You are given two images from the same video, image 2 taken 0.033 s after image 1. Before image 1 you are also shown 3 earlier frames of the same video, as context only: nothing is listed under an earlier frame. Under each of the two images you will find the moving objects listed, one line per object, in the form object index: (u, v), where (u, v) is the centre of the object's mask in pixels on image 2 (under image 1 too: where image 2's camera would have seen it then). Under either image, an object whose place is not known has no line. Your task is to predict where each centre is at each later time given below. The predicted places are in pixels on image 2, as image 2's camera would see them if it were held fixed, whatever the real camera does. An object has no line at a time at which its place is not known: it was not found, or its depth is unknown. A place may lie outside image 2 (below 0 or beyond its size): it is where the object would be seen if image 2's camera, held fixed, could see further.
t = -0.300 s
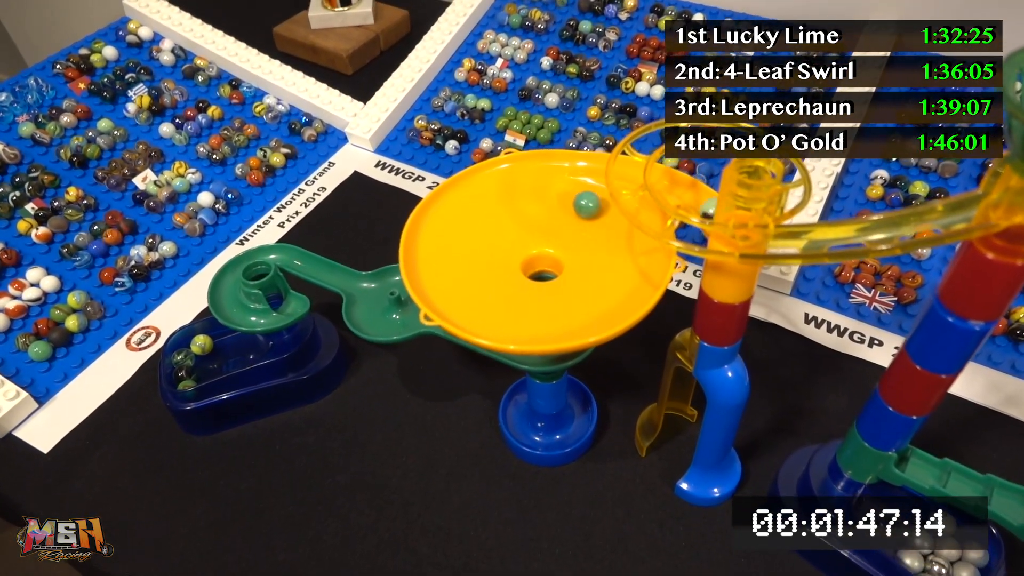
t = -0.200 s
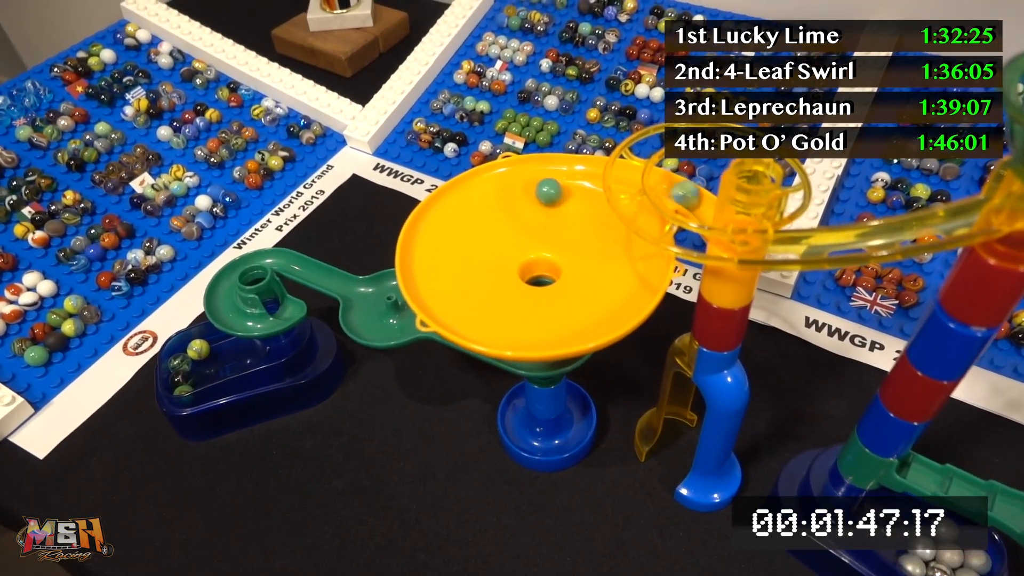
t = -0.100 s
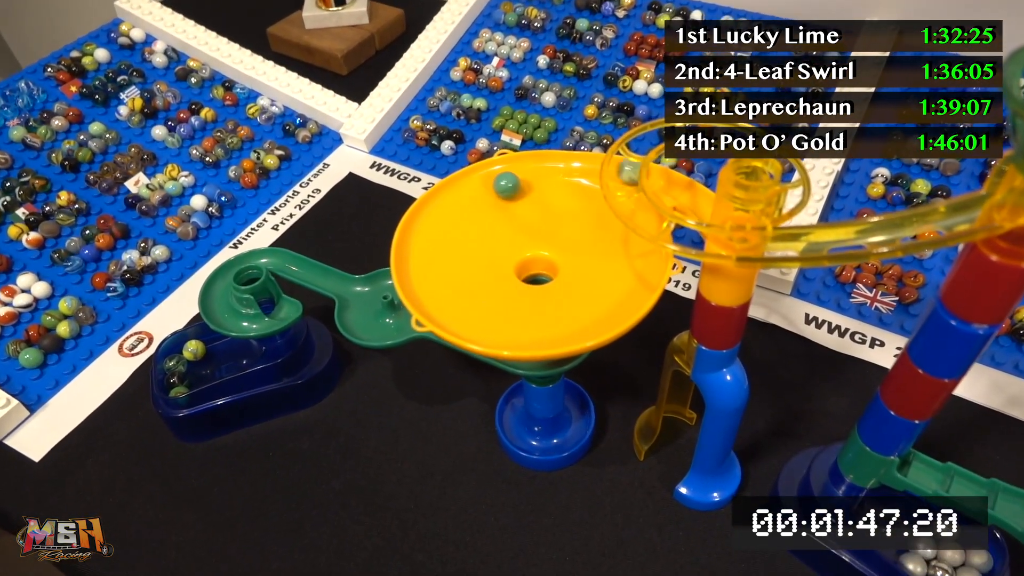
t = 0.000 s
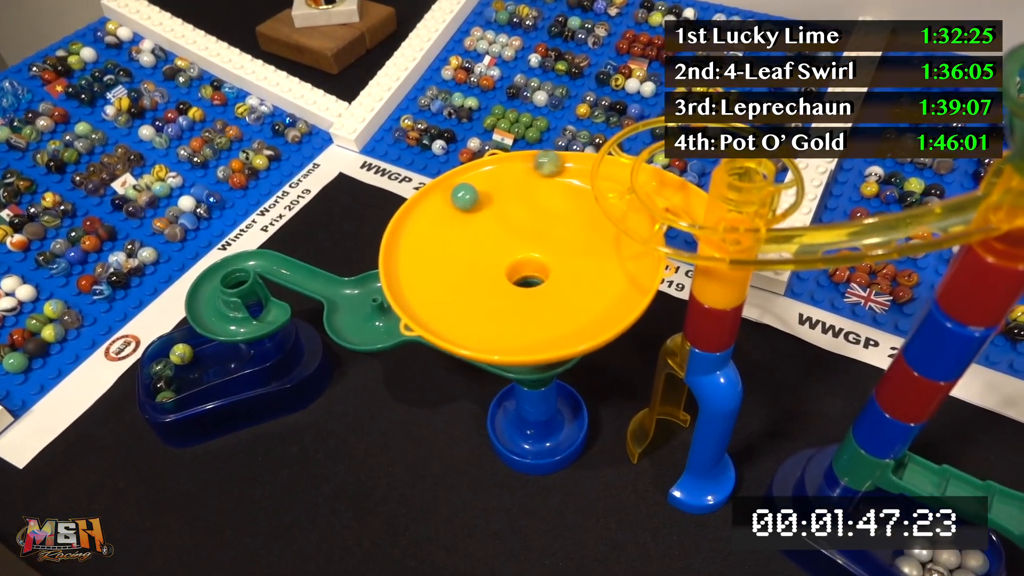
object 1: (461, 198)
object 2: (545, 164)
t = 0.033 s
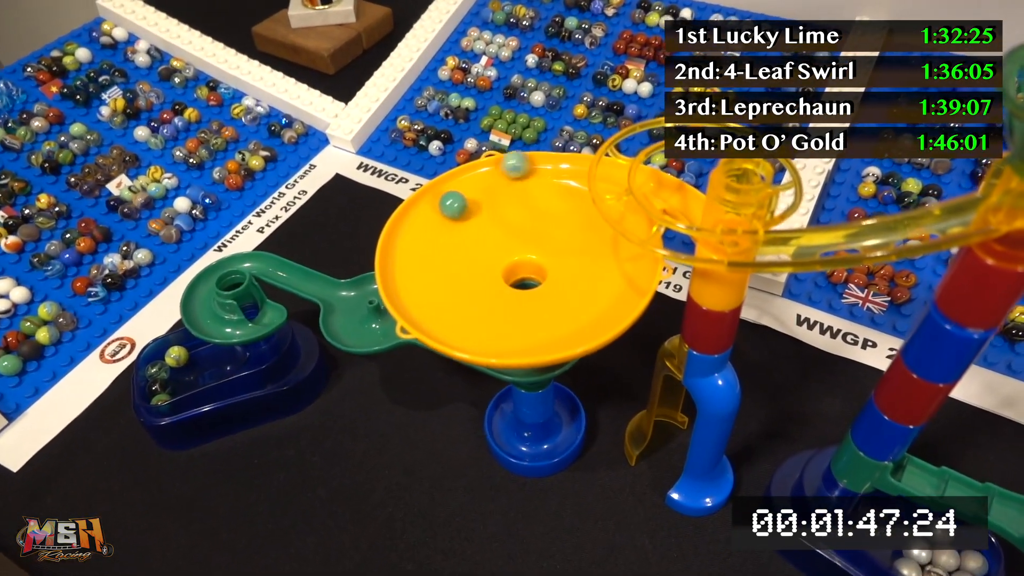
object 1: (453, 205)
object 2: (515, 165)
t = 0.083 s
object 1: (443, 217)
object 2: (475, 174)
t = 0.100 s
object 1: (441, 221)
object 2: (462, 179)
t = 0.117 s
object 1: (439, 226)
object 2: (451, 184)
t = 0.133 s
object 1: (437, 231)
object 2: (440, 191)
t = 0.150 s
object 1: (436, 236)
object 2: (430, 198)
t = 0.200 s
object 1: (436, 252)
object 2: (405, 225)
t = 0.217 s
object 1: (437, 258)
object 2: (401, 235)
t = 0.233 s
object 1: (439, 264)
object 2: (397, 245)
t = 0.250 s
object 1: (442, 269)
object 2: (395, 255)
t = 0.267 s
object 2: (396, 266)
